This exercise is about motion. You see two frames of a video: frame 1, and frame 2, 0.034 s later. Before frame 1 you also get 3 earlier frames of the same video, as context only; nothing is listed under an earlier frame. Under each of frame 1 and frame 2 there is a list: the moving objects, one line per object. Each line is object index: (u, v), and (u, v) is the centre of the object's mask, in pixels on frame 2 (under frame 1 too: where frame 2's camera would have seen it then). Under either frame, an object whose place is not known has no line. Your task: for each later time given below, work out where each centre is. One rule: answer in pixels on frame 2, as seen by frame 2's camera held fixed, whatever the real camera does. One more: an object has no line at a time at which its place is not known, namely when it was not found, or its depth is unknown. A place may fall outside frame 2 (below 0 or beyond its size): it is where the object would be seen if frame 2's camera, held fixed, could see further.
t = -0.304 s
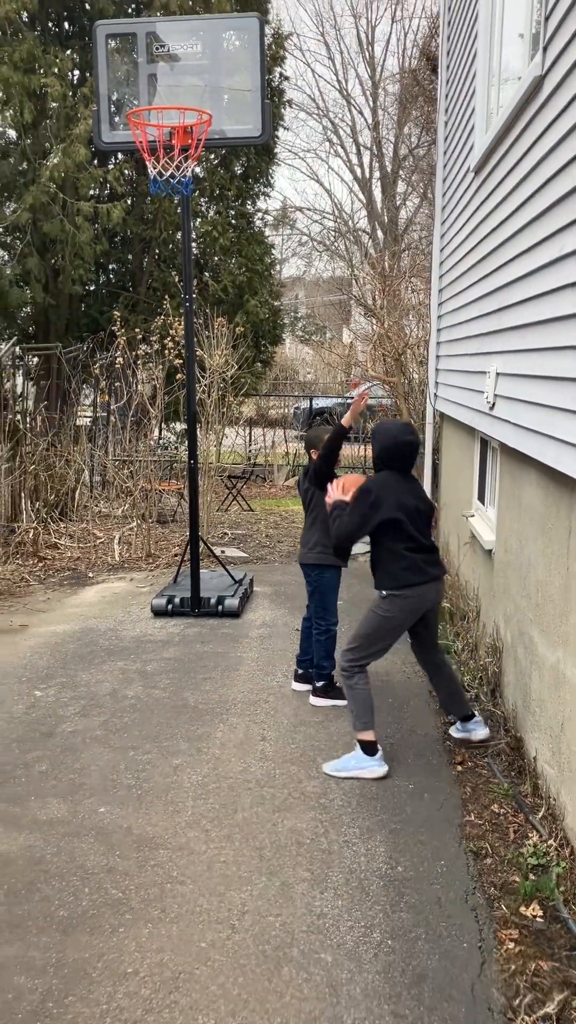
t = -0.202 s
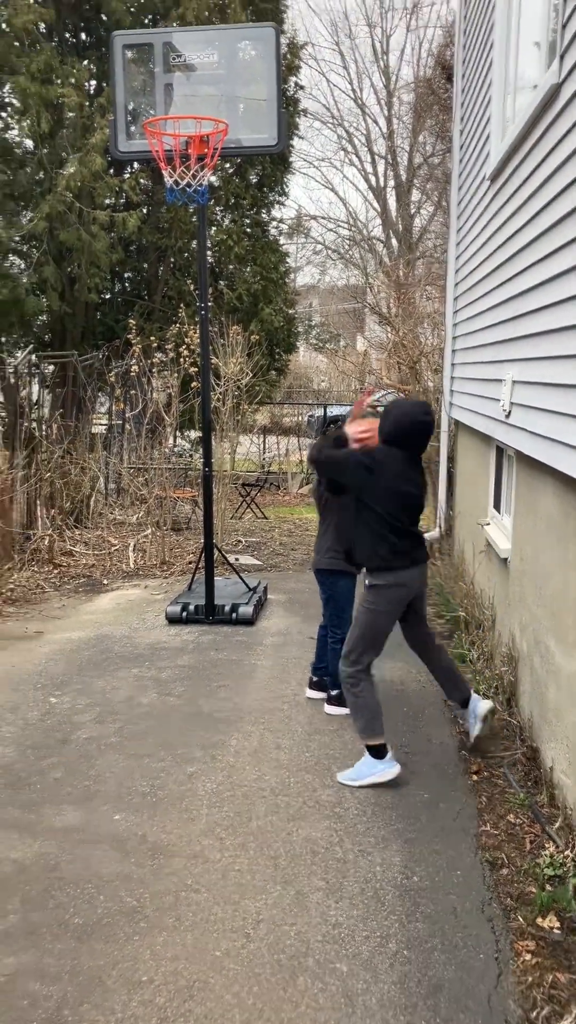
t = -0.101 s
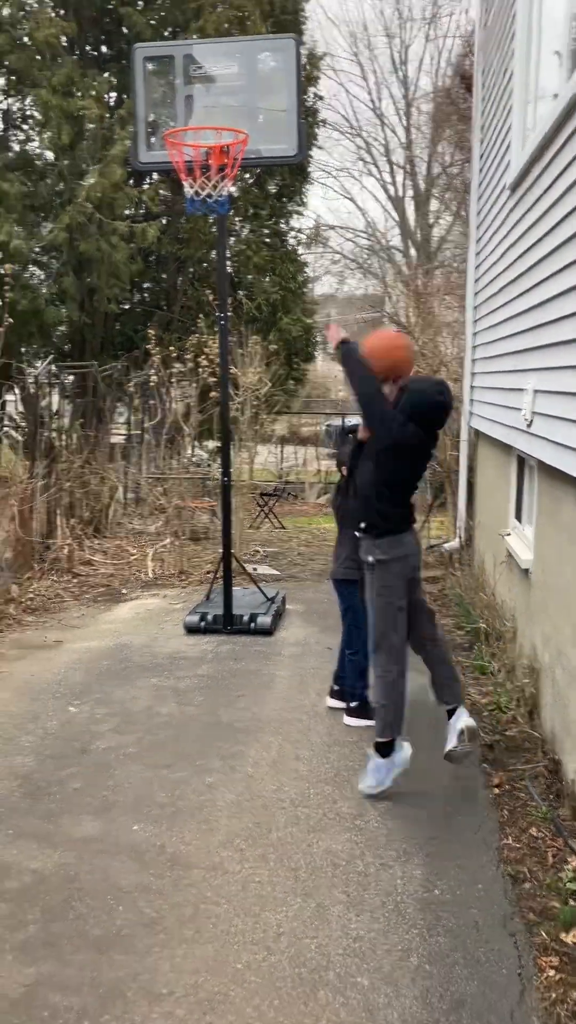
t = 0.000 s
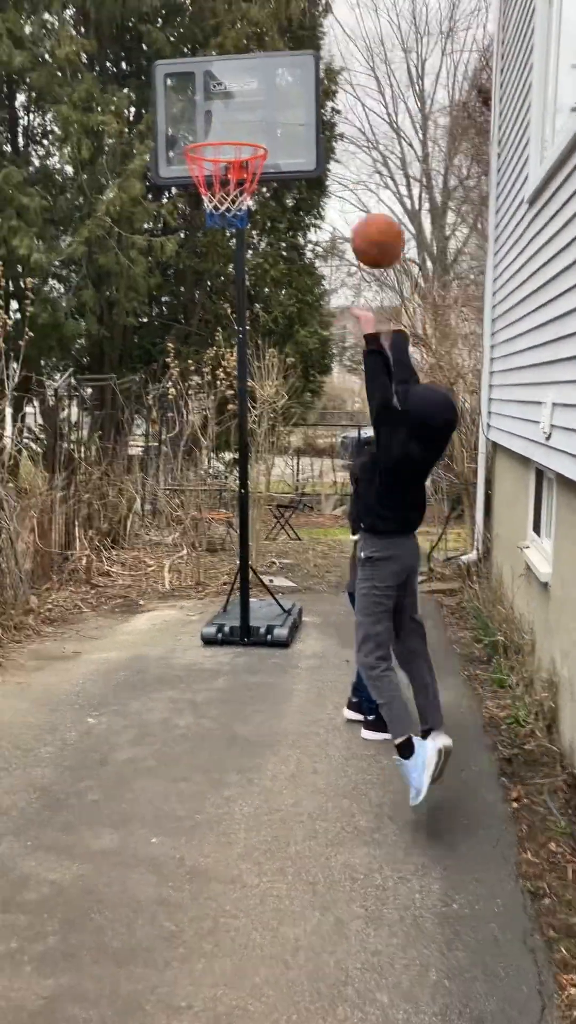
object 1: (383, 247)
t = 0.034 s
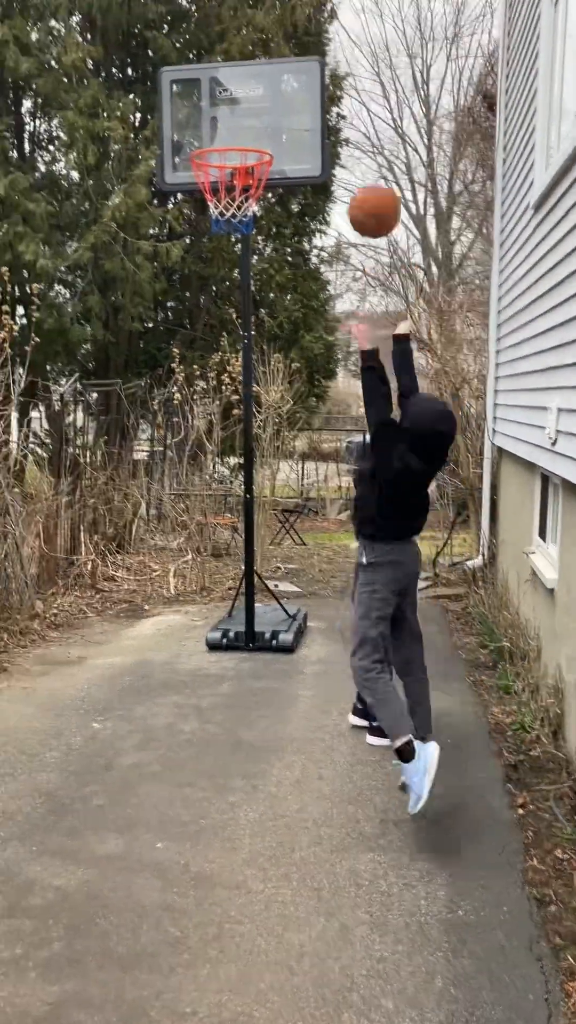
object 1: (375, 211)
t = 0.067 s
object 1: (366, 181)
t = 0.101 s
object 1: (357, 153)
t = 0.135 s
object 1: (349, 130)
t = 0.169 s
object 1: (342, 109)
